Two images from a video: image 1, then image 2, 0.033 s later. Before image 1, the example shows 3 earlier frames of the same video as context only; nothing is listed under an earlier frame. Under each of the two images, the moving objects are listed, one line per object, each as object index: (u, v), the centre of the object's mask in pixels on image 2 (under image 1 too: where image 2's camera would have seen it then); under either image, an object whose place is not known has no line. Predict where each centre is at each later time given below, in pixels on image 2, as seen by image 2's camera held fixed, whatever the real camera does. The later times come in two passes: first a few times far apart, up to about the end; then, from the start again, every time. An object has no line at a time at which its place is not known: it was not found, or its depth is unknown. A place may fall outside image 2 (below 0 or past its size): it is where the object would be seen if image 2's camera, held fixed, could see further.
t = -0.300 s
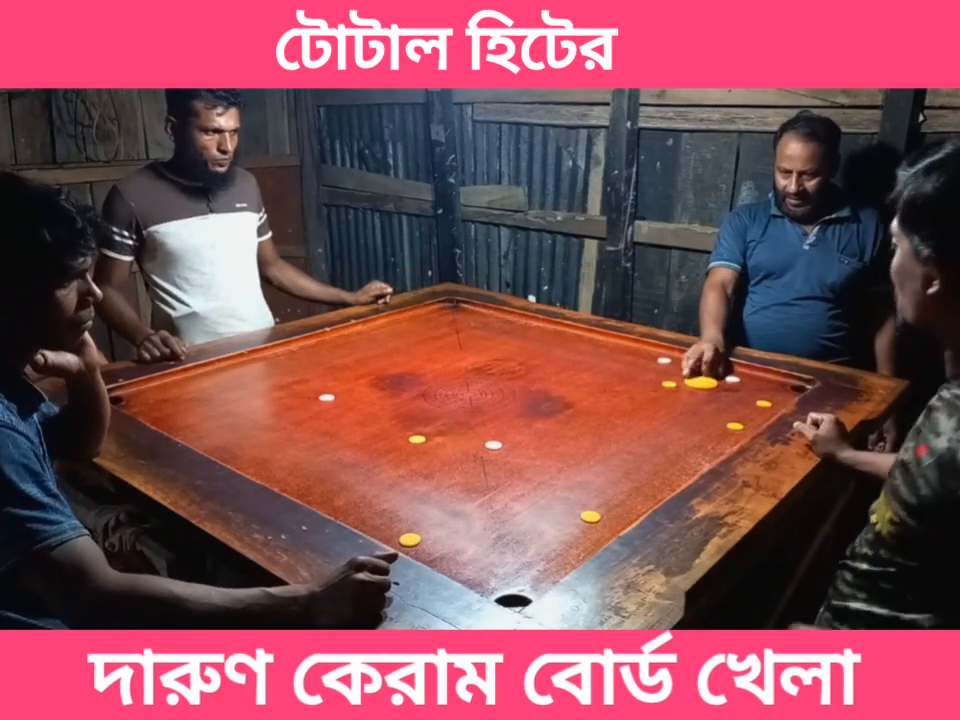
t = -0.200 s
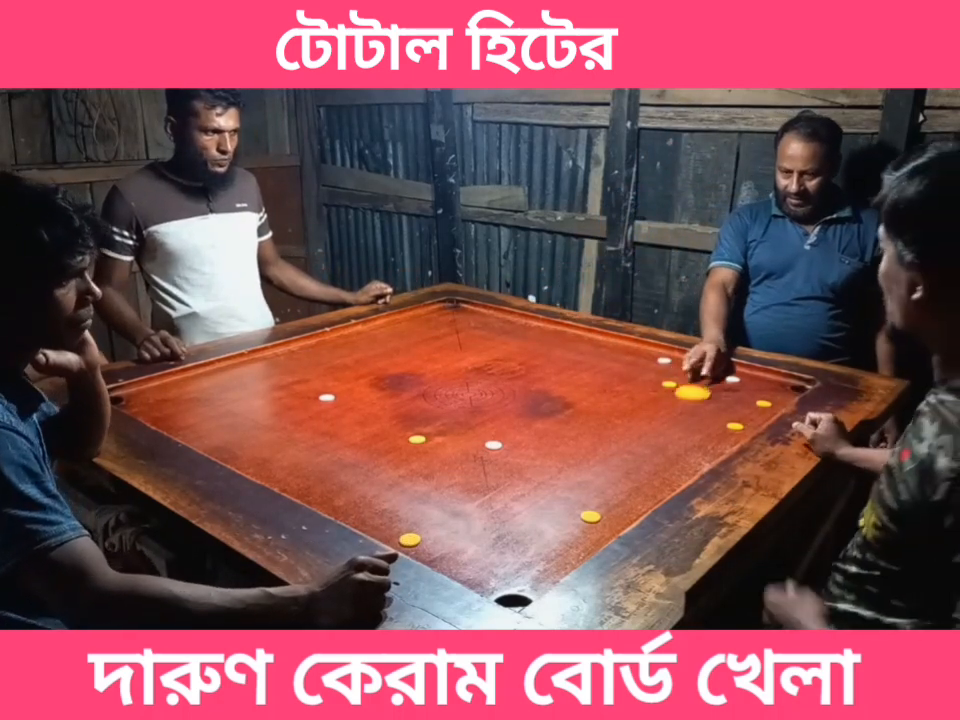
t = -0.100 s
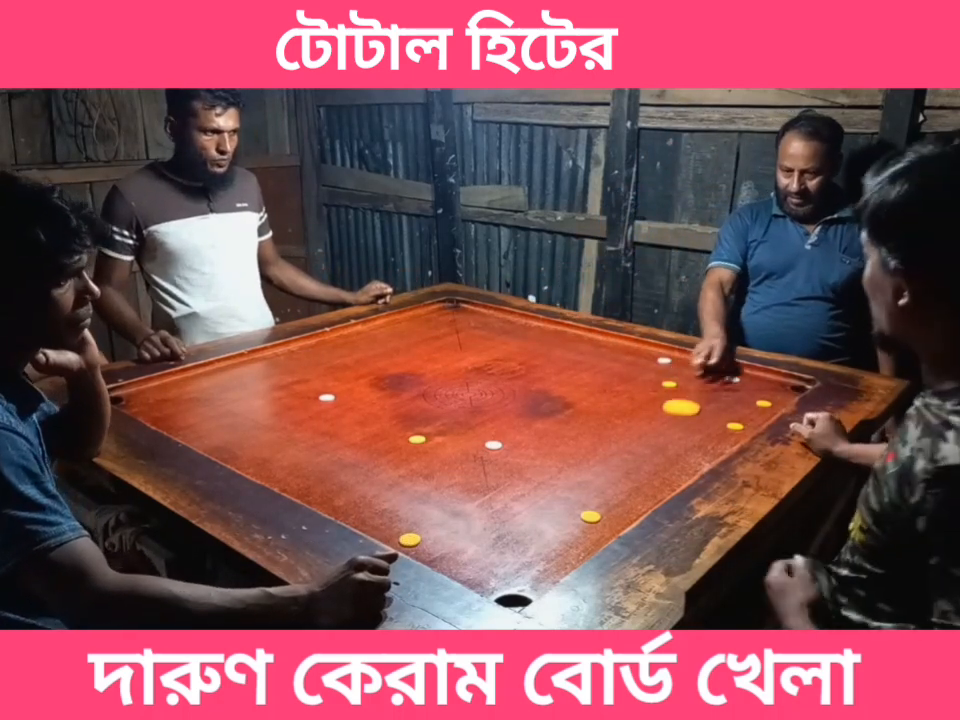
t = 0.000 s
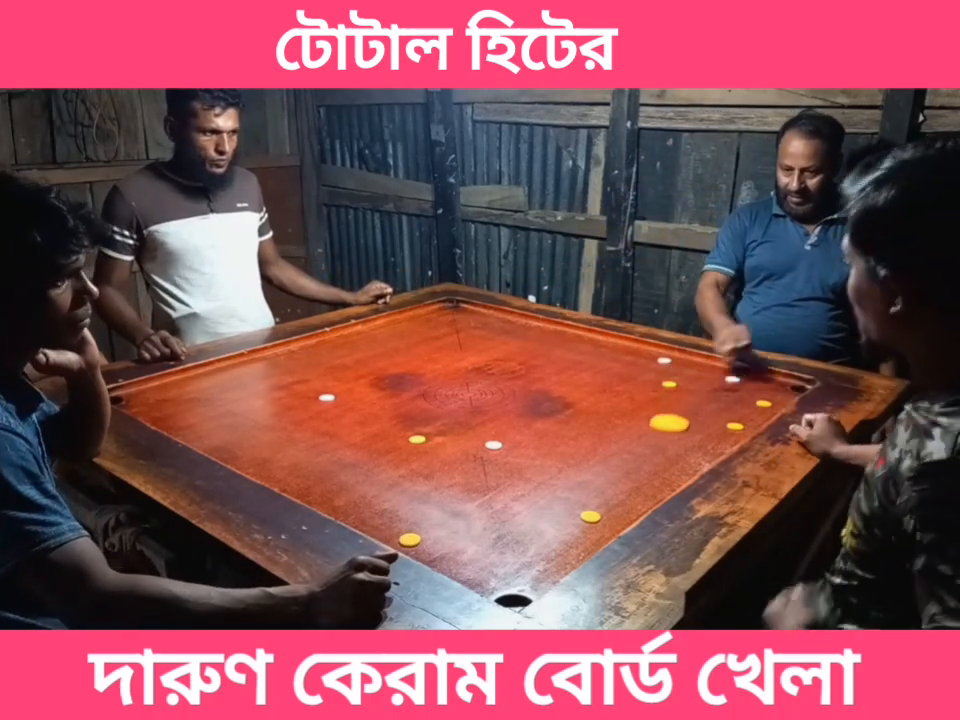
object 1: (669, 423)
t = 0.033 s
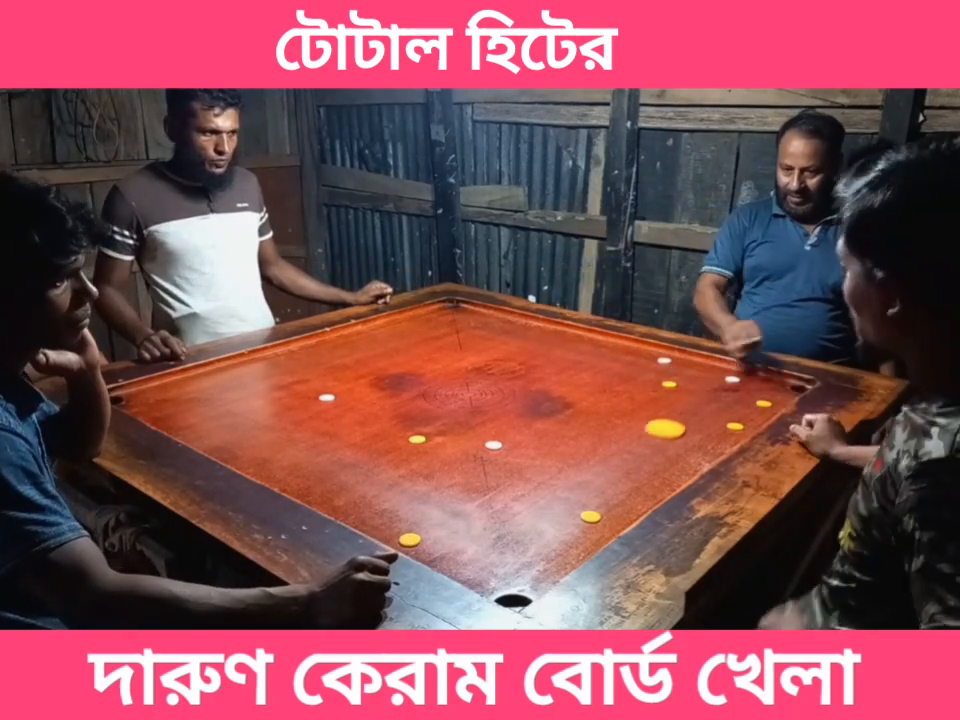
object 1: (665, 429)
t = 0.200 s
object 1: (642, 457)
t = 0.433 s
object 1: (604, 503)
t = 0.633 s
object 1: (570, 542)
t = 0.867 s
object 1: (522, 588)
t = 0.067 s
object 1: (661, 434)
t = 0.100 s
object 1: (656, 440)
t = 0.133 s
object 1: (651, 445)
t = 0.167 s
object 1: (647, 451)
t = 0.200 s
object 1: (642, 457)
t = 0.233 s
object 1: (636, 463)
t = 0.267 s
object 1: (631, 469)
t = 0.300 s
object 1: (626, 476)
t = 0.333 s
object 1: (621, 482)
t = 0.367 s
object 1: (615, 489)
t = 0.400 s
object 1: (609, 496)
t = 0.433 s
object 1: (604, 503)
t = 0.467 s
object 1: (598, 510)
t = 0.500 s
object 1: (593, 516)
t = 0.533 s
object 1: (587, 522)
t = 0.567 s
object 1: (581, 529)
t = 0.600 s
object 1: (576, 535)
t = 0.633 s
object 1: (570, 542)
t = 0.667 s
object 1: (563, 548)
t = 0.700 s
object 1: (557, 555)
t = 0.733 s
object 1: (550, 561)
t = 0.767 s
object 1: (544, 568)
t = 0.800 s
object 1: (537, 575)
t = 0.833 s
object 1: (530, 581)
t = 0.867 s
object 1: (522, 588)
